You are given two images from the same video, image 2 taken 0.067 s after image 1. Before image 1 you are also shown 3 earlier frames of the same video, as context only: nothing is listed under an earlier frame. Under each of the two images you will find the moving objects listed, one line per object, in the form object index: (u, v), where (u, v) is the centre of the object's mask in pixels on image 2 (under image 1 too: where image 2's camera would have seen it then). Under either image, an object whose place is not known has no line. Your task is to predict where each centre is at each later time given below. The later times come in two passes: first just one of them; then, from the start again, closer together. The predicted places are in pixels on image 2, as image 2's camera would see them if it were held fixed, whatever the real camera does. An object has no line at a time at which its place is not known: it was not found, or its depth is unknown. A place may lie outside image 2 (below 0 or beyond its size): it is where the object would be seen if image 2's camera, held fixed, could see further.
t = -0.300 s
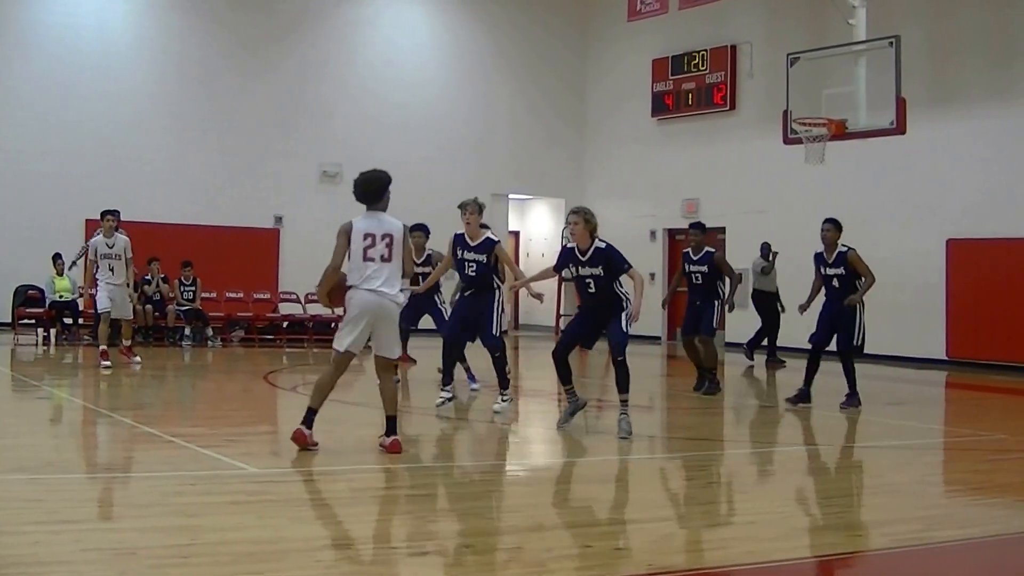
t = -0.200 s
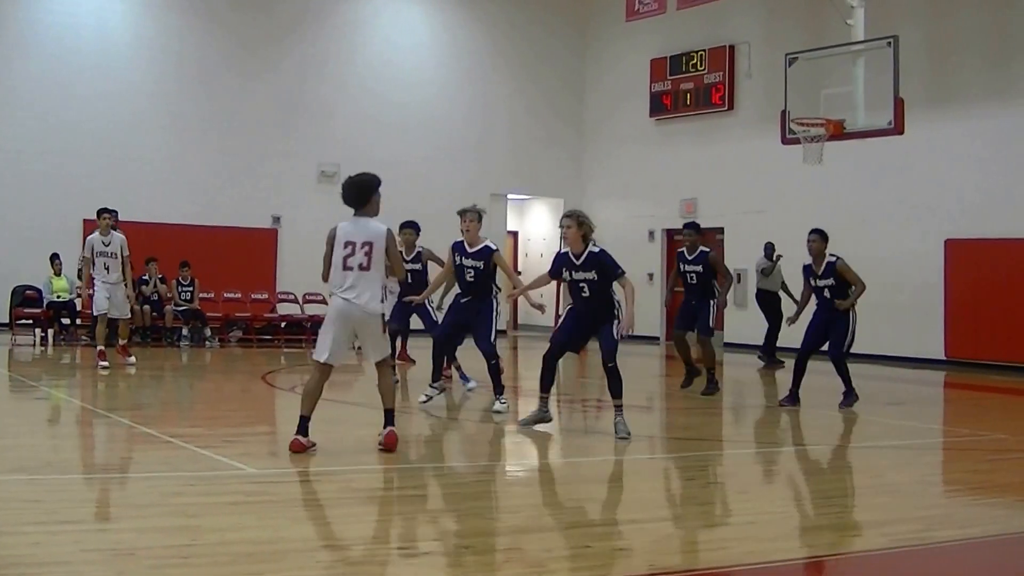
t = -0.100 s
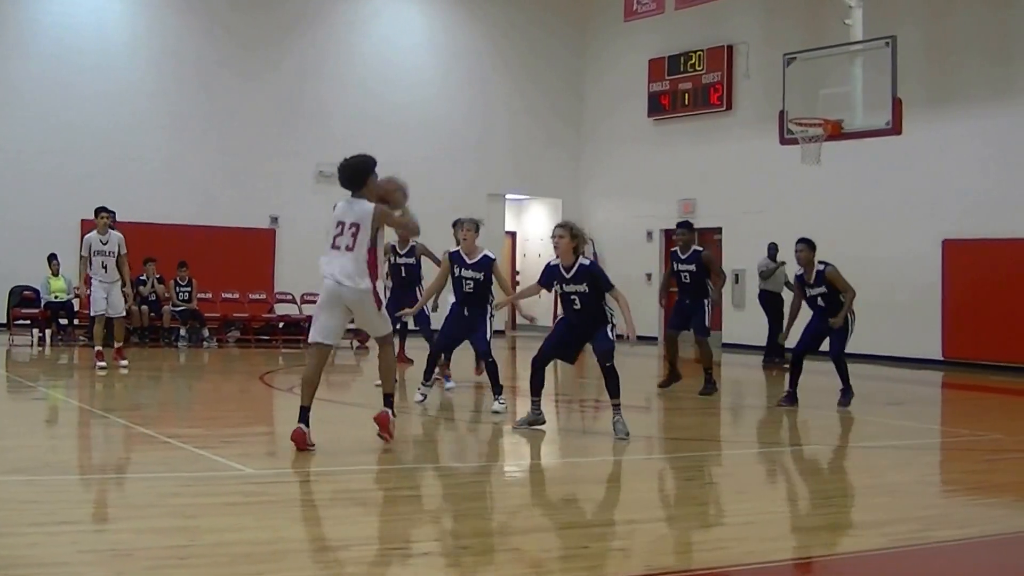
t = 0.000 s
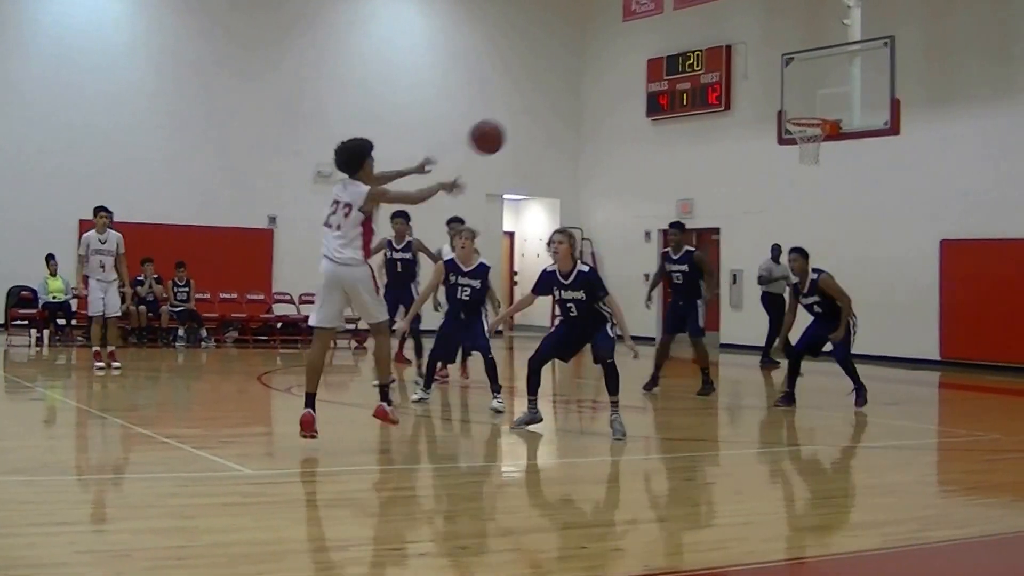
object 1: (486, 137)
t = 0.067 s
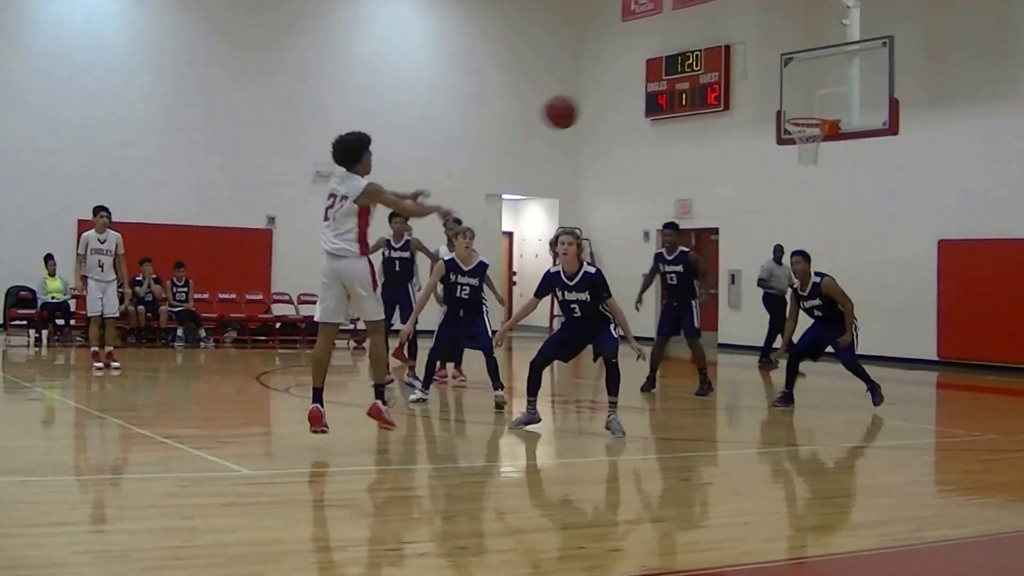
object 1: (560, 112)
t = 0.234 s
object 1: (734, 79)
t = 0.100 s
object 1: (597, 102)
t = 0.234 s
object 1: (734, 79)
